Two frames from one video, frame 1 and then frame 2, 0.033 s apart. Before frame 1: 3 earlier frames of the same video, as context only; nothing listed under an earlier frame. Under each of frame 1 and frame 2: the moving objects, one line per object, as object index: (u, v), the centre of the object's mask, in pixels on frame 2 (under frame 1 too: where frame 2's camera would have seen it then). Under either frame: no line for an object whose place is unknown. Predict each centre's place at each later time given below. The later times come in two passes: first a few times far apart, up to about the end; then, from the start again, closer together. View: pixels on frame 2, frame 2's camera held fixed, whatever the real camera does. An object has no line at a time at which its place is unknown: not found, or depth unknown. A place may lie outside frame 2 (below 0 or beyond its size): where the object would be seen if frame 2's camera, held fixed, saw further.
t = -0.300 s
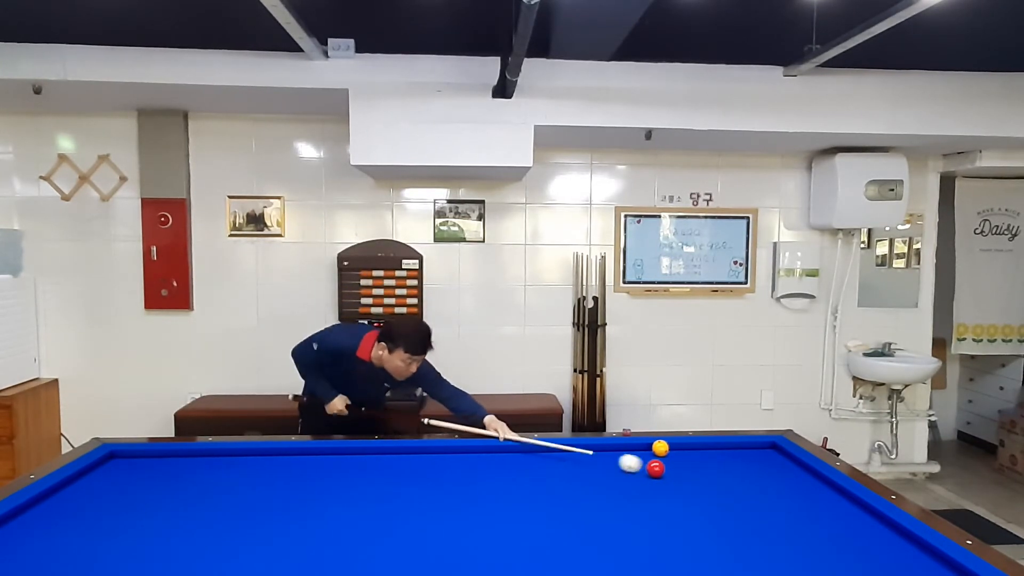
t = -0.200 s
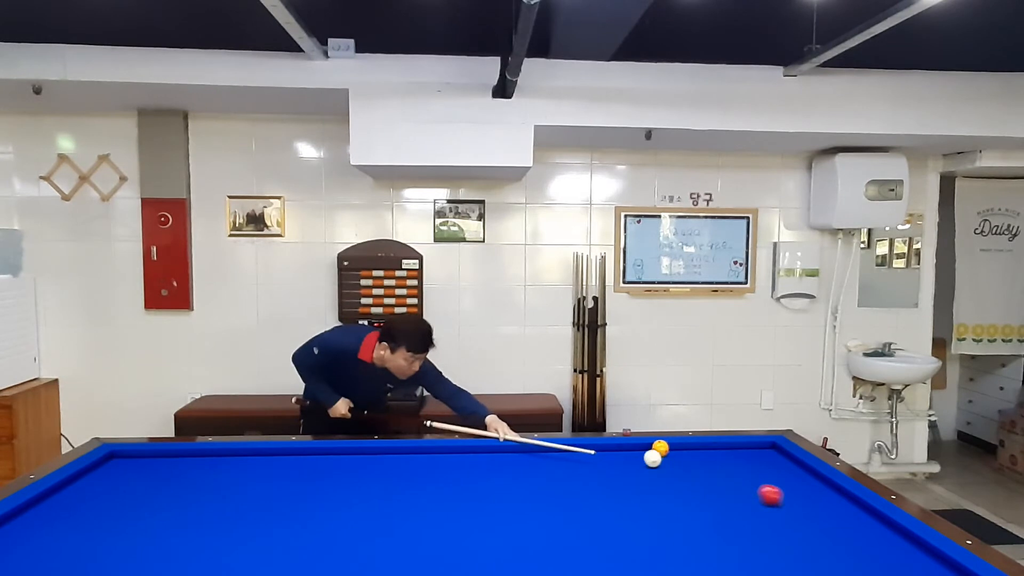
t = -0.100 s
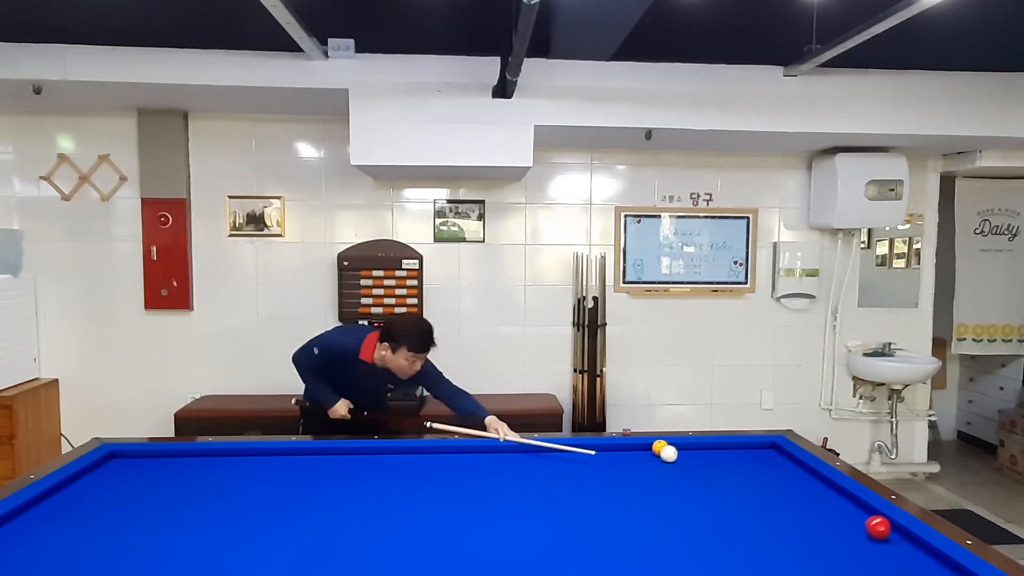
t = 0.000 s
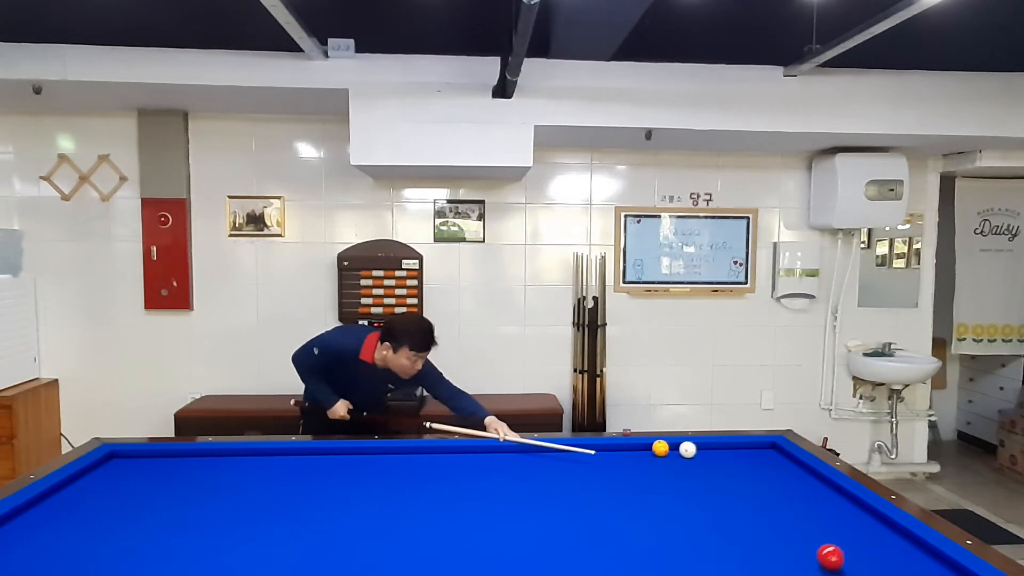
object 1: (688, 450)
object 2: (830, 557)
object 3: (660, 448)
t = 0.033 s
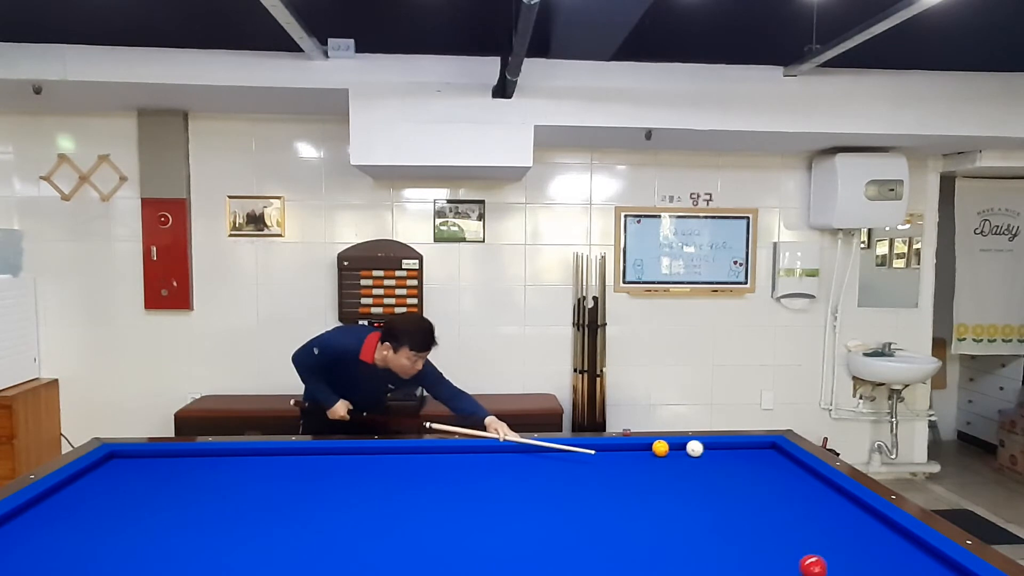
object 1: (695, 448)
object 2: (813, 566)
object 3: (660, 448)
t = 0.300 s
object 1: (765, 447)
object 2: (611, 573)
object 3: (660, 448)
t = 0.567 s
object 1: (729, 446)
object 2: (436, 543)
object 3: (660, 448)
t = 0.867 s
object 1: (687, 448)
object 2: (286, 510)
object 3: (660, 448)
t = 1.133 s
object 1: (672, 451)
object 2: (180, 485)
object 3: (640, 447)
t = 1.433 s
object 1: (662, 455)
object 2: (122, 460)
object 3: (616, 448)
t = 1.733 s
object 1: (653, 459)
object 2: (197, 467)
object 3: (594, 449)
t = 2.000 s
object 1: (644, 462)
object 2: (248, 482)
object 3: (576, 451)
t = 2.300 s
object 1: (636, 465)
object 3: (555, 452)
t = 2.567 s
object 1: (628, 468)
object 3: (537, 453)
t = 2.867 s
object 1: (620, 472)
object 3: (518, 454)
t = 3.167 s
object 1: (612, 475)
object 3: (499, 455)
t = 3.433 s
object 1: (607, 477)
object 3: (484, 456)
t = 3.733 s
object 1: (600, 480)
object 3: (467, 457)
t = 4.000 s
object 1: (596, 482)
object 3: (453, 458)
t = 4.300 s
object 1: (591, 485)
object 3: (439, 458)
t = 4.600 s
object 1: (586, 487)
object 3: (425, 459)
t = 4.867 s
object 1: (583, 489)
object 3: (413, 460)
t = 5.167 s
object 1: (579, 491)
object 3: (402, 460)
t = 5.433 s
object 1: (576, 492)
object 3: (392, 460)
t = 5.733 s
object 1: (574, 493)
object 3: (383, 461)
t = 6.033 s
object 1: (572, 494)
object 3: (375, 461)
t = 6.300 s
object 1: (571, 494)
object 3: (368, 461)
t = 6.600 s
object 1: (571, 494)
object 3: (362, 461)
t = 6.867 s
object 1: (571, 495)
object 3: (357, 462)
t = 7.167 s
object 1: (571, 495)
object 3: (353, 462)
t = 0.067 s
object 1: (702, 448)
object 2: (793, 572)
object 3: (660, 448)
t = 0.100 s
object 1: (709, 446)
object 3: (660, 448)
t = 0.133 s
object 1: (717, 446)
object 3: (660, 448)
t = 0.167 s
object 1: (726, 446)
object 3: (660, 448)
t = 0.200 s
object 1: (735, 446)
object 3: (660, 448)
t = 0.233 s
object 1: (745, 447)
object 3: (660, 448)
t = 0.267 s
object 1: (755, 447)
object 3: (660, 448)
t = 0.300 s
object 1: (765, 447)
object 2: (611, 573)
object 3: (660, 448)
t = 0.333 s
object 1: (774, 448)
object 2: (585, 571)
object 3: (660, 448)
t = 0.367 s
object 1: (767, 447)
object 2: (560, 568)
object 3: (660, 448)
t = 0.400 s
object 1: (760, 447)
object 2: (537, 565)
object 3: (660, 448)
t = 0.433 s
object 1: (752, 446)
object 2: (515, 562)
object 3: (660, 448)
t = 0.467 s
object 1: (745, 446)
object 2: (494, 557)
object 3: (660, 448)
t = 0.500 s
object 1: (739, 446)
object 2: (474, 553)
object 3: (660, 448)
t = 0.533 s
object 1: (733, 445)
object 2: (455, 548)
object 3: (660, 448)
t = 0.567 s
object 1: (729, 446)
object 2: (436, 543)
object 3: (660, 448)
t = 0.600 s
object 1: (724, 446)
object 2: (417, 539)
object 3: (660, 448)
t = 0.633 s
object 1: (720, 446)
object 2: (399, 535)
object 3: (660, 448)
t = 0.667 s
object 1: (715, 447)
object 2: (382, 531)
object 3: (660, 448)
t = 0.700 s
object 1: (710, 447)
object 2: (365, 527)
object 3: (660, 448)
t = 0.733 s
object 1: (706, 447)
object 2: (348, 524)
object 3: (660, 448)
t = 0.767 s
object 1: (701, 447)
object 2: (332, 520)
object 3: (660, 448)
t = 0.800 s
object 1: (697, 447)
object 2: (317, 516)
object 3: (660, 448)
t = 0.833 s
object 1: (692, 448)
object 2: (301, 513)
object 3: (660, 448)
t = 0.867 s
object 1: (687, 448)
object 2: (286, 510)
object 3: (660, 448)
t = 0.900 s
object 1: (683, 448)
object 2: (272, 506)
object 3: (660, 448)
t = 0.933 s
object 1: (678, 449)
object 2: (258, 503)
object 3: (660, 448)
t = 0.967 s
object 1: (677, 449)
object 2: (244, 499)
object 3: (657, 448)
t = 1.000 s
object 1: (676, 449)
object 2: (231, 496)
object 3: (653, 448)
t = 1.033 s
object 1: (676, 450)
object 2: (217, 493)
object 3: (650, 447)
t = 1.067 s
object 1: (674, 451)
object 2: (205, 490)
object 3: (646, 448)
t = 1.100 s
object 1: (673, 451)
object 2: (192, 487)
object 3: (643, 447)
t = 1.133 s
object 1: (672, 451)
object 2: (180, 485)
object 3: (640, 447)
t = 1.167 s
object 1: (671, 452)
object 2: (167, 482)
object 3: (637, 447)
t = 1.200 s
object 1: (670, 452)
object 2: (156, 479)
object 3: (634, 447)
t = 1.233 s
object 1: (669, 452)
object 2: (144, 476)
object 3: (631, 447)
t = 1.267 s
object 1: (668, 453)
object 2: (133, 474)
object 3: (628, 447)
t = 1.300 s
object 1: (667, 453)
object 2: (122, 472)
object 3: (626, 447)
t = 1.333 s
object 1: (666, 454)
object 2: (111, 469)
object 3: (623, 447)
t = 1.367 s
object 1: (665, 454)
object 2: (101, 466)
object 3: (621, 447)
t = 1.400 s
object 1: (663, 455)
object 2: (105, 463)
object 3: (619, 448)
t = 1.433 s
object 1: (662, 455)
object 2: (122, 460)
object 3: (616, 448)
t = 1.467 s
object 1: (661, 455)
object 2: (139, 456)
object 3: (613, 448)
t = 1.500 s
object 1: (660, 456)
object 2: (153, 454)
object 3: (611, 448)
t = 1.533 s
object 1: (659, 456)
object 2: (160, 455)
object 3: (609, 448)
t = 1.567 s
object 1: (658, 456)
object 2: (167, 457)
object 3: (606, 448)
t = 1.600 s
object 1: (657, 457)
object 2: (173, 459)
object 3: (604, 449)
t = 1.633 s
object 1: (656, 457)
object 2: (178, 462)
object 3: (602, 449)
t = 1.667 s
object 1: (655, 458)
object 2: (185, 463)
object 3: (599, 449)
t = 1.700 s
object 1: (654, 458)
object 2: (191, 465)
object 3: (597, 449)
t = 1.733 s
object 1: (653, 459)
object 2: (197, 467)
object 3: (594, 449)
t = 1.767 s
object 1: (652, 459)
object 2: (203, 469)
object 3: (592, 450)
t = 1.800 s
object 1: (650, 460)
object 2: (209, 471)
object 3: (590, 450)
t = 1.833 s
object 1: (649, 460)
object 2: (215, 472)
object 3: (587, 450)
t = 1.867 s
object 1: (648, 460)
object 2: (222, 475)
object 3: (585, 450)
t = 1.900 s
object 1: (647, 461)
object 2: (228, 477)
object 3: (582, 450)
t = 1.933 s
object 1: (646, 461)
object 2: (235, 478)
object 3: (580, 450)
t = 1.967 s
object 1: (645, 462)
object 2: (241, 480)
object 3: (578, 451)
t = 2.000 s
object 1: (644, 462)
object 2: (248, 482)
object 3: (576, 451)
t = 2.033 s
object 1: (643, 462)
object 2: (255, 484)
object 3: (573, 451)
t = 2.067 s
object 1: (642, 463)
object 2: (262, 486)
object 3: (571, 451)
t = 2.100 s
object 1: (641, 463)
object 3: (568, 451)
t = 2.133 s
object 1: (640, 463)
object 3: (566, 451)
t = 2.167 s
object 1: (639, 464)
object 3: (564, 451)
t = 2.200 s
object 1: (638, 464)
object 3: (562, 452)
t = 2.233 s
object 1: (637, 465)
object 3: (559, 452)
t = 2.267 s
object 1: (636, 465)
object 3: (557, 452)
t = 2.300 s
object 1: (636, 465)
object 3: (555, 452)
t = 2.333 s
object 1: (635, 466)
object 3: (553, 452)
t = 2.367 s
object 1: (634, 466)
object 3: (551, 452)
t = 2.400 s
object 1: (632, 467)
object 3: (548, 453)
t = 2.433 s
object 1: (632, 467)
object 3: (546, 452)
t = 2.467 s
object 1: (631, 467)
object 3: (544, 453)
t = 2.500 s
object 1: (630, 468)
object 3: (541, 453)
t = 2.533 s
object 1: (629, 468)
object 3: (539, 453)
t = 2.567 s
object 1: (628, 468)
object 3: (537, 453)
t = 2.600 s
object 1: (627, 469)
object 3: (535, 453)
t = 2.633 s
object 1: (626, 469)
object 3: (533, 453)
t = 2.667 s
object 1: (625, 470)
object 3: (530, 454)
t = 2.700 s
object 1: (624, 470)
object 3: (528, 454)
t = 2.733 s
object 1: (623, 470)
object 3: (526, 454)
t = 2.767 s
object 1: (623, 471)
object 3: (524, 454)
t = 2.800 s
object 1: (622, 471)
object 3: (522, 454)
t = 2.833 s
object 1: (621, 471)
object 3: (520, 454)
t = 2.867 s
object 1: (620, 472)
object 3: (518, 454)
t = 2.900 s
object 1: (619, 472)
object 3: (516, 454)
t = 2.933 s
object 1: (618, 472)
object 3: (513, 454)
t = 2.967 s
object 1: (618, 473)
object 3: (512, 454)
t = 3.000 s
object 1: (617, 473)
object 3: (510, 455)
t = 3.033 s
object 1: (616, 473)
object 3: (508, 454)
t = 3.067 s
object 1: (615, 474)
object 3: (505, 455)
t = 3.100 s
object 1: (614, 474)
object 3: (503, 455)
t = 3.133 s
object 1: (614, 474)
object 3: (501, 455)
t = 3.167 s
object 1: (612, 475)
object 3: (499, 455)
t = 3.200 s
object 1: (612, 475)
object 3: (497, 455)
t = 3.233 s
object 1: (611, 476)
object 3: (496, 455)
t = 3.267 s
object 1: (610, 476)
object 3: (494, 456)
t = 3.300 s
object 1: (610, 476)
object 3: (492, 455)
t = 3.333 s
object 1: (609, 476)
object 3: (490, 456)
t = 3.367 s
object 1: (608, 477)
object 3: (488, 456)
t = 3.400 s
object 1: (607, 477)
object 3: (486, 456)
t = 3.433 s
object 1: (607, 477)
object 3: (484, 456)
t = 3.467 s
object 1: (606, 478)
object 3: (482, 456)
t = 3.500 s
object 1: (605, 478)
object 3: (480, 456)
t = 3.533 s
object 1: (604, 478)
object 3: (478, 456)
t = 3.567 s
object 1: (604, 479)
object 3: (476, 456)
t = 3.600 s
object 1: (603, 479)
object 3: (475, 456)
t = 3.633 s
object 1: (602, 479)
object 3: (473, 457)
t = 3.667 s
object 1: (602, 479)
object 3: (471, 456)
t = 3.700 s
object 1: (601, 480)
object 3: (469, 457)
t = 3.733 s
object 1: (600, 480)
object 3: (467, 457)
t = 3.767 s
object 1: (599, 480)
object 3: (465, 457)
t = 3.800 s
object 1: (599, 481)
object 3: (464, 457)
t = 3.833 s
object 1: (598, 481)
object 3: (462, 457)
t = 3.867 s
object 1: (598, 481)
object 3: (460, 457)
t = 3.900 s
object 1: (597, 482)
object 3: (458, 457)
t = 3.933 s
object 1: (597, 482)
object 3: (457, 457)
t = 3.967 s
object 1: (596, 482)
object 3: (455, 458)
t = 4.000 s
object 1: (596, 482)
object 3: (453, 458)
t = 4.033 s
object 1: (595, 483)
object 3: (451, 458)
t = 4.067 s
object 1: (595, 483)
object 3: (450, 458)
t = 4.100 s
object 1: (594, 483)
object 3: (448, 458)
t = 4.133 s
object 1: (593, 484)
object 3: (446, 458)
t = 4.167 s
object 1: (593, 484)
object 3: (445, 458)
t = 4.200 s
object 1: (592, 484)
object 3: (443, 458)
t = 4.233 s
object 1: (592, 484)
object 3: (442, 458)
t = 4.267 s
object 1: (591, 484)
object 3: (440, 458)
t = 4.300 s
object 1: (591, 485)
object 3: (439, 458)
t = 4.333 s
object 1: (590, 485)
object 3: (437, 458)
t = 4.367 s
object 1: (590, 486)
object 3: (435, 459)
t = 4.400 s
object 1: (589, 485)
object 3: (434, 458)
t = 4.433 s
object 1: (589, 486)
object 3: (432, 459)
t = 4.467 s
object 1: (588, 486)
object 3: (431, 459)
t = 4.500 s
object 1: (588, 486)
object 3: (429, 459)
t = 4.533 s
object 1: (587, 487)
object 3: (428, 459)
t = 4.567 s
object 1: (587, 487)
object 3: (426, 459)
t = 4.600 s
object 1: (586, 487)
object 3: (425, 459)
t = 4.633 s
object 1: (586, 487)
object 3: (423, 459)
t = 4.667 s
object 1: (585, 487)
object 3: (422, 459)
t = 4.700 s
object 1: (585, 488)
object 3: (420, 459)
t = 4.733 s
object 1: (584, 488)
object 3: (419, 459)
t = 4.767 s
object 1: (584, 488)
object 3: (417, 460)
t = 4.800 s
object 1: (583, 489)
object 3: (416, 460)
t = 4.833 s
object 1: (583, 489)
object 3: (415, 459)
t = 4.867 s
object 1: (583, 489)
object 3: (413, 460)
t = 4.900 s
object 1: (582, 489)
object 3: (412, 460)
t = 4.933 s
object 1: (582, 489)
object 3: (411, 460)
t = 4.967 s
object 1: (581, 489)
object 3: (409, 460)
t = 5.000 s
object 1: (581, 489)
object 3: (408, 460)
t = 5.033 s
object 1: (581, 490)
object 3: (407, 460)
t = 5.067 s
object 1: (580, 490)
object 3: (405, 460)
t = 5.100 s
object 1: (580, 490)
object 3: (404, 460)
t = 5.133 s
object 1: (579, 491)
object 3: (403, 460)
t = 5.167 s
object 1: (579, 491)
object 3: (402, 460)
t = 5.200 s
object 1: (579, 491)
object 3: (400, 460)
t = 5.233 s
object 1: (579, 491)
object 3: (399, 460)
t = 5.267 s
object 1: (578, 491)
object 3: (398, 460)
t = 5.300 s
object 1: (578, 491)
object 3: (397, 460)
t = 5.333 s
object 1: (578, 491)
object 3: (396, 460)
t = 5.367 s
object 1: (577, 492)
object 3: (394, 460)
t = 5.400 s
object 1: (577, 491)
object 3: (393, 460)
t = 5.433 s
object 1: (576, 492)
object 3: (392, 460)
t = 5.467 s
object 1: (576, 492)
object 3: (391, 461)
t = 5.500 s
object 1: (576, 492)
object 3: (390, 461)
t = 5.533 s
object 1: (575, 492)
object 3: (389, 461)
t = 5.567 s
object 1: (575, 492)
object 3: (388, 460)
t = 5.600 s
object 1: (575, 492)
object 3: (387, 461)
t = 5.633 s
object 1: (574, 492)
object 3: (386, 461)
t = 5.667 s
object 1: (574, 493)
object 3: (385, 461)
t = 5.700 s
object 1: (574, 493)
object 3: (384, 461)
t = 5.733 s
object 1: (574, 493)
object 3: (383, 461)
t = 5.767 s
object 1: (573, 493)
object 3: (382, 461)
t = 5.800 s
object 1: (573, 493)
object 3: (381, 461)
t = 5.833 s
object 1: (573, 493)
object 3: (380, 461)
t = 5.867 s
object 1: (573, 493)
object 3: (379, 461)
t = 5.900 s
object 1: (573, 493)
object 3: (378, 461)
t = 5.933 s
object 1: (572, 494)
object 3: (377, 461)
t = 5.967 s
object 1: (572, 493)
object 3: (376, 461)
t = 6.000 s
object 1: (572, 494)
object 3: (375, 461)
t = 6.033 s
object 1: (572, 494)
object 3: (375, 461)
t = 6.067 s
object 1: (571, 494)
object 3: (373, 461)
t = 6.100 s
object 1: (571, 494)
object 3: (373, 461)
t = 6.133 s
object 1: (571, 494)
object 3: (372, 461)
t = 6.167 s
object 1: (571, 494)
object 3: (371, 461)
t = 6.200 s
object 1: (571, 494)
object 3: (370, 461)
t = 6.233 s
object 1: (571, 494)
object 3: (370, 461)
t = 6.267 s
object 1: (571, 494)
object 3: (369, 461)
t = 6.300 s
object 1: (571, 494)
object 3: (368, 461)
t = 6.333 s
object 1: (570, 494)
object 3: (367, 461)
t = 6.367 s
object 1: (571, 494)
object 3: (367, 461)
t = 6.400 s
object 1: (571, 494)
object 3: (366, 461)
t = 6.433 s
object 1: (571, 494)
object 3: (365, 461)
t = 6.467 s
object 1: (570, 495)
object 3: (364, 462)
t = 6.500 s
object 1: (570, 495)
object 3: (364, 462)
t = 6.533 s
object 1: (570, 495)
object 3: (363, 462)
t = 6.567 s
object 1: (570, 495)
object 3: (362, 462)
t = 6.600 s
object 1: (571, 494)
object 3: (362, 461)
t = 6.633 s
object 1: (571, 495)
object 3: (361, 462)
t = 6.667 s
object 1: (570, 495)
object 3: (361, 462)
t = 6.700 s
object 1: (571, 495)
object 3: (360, 462)
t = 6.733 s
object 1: (570, 495)
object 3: (359, 462)
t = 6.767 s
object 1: (571, 495)
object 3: (359, 462)
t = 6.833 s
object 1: (571, 495)
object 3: (358, 462)
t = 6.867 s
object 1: (571, 495)
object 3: (357, 462)
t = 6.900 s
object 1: (571, 495)
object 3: (357, 462)
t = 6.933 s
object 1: (571, 495)
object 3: (356, 462)
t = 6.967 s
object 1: (571, 495)
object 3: (356, 462)
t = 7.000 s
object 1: (571, 495)
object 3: (355, 462)
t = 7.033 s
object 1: (571, 495)
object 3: (355, 462)
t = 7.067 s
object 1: (571, 495)
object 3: (355, 462)
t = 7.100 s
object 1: (571, 495)
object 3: (354, 462)
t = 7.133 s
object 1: (571, 494)
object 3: (354, 462)
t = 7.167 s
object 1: (571, 495)
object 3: (353, 462)
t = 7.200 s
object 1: (571, 495)
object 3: (353, 462)
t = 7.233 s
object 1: (571, 495)
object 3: (353, 462)
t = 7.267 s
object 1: (571, 495)
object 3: (353, 462)
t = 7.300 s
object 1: (571, 495)
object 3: (352, 462)
